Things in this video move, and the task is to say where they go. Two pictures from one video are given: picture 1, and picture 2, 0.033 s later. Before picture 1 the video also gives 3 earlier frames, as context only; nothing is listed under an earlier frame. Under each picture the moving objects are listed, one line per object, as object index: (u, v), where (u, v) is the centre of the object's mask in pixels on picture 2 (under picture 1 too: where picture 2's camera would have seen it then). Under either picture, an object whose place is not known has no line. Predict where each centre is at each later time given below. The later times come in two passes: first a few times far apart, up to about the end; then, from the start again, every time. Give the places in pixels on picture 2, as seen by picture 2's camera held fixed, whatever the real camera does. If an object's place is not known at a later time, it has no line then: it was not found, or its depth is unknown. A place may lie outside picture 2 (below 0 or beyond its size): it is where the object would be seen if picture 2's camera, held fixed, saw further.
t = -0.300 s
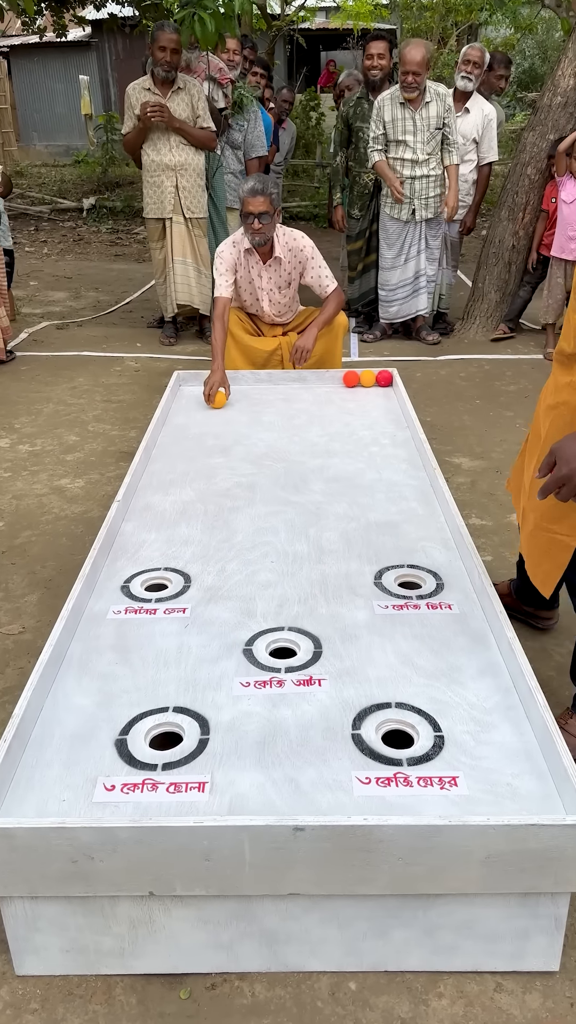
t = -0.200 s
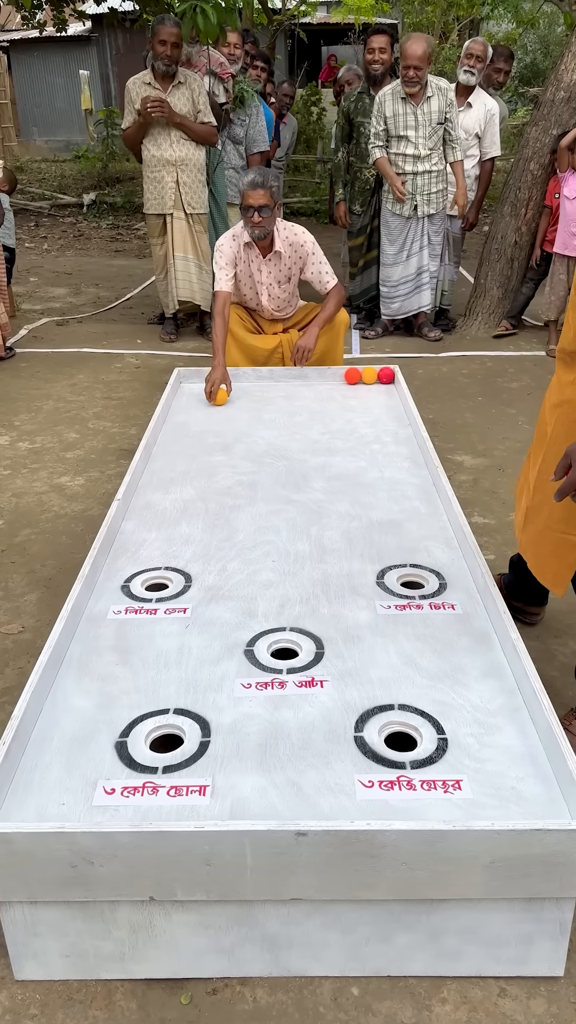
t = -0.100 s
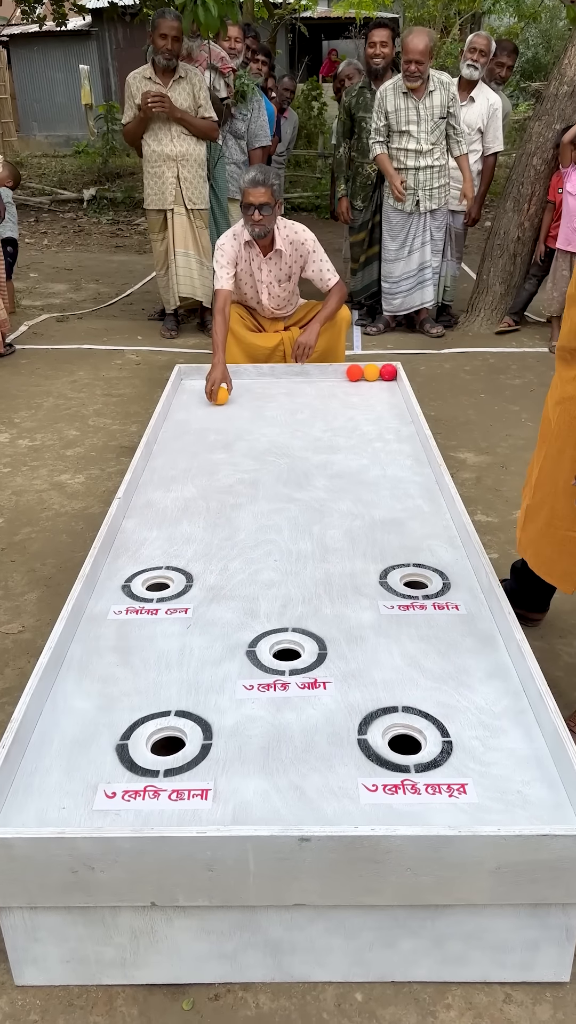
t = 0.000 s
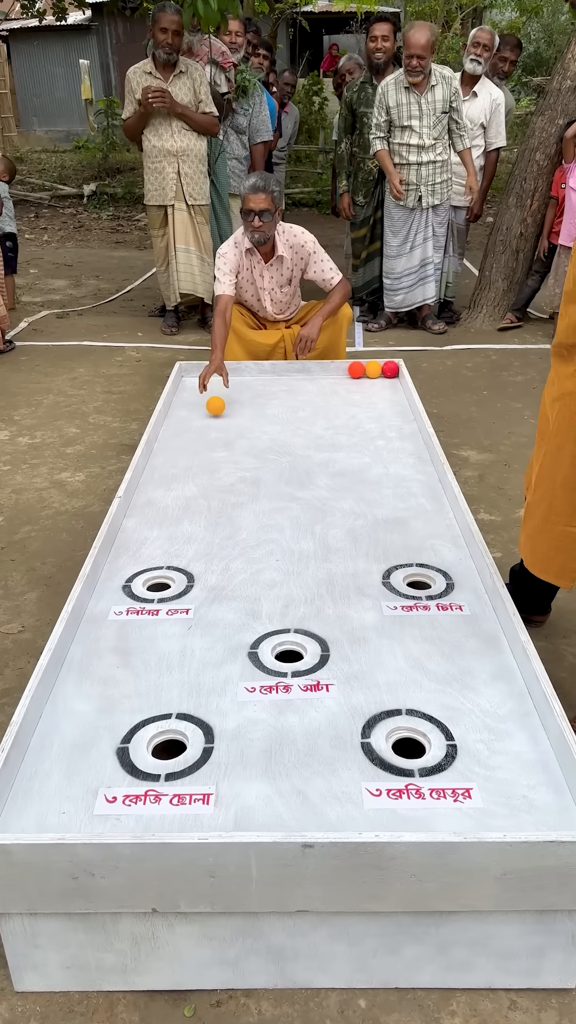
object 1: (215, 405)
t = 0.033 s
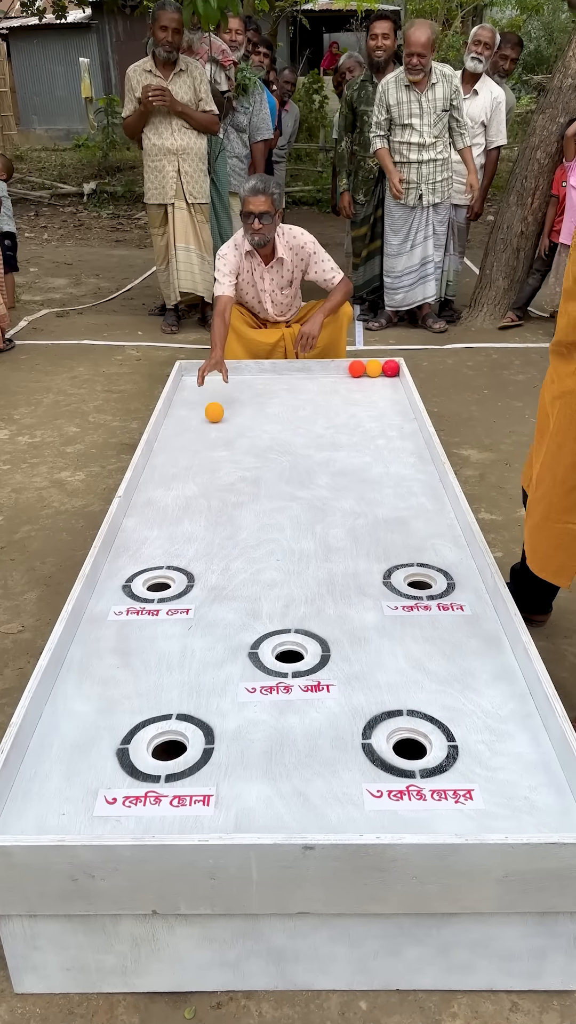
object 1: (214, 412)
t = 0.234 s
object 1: (205, 443)
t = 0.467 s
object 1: (193, 481)
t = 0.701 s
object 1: (183, 525)
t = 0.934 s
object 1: (172, 577)
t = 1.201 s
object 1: (159, 648)
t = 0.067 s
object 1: (212, 417)
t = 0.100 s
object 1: (211, 423)
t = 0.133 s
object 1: (209, 428)
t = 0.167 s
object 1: (208, 433)
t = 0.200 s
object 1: (206, 438)
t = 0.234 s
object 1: (205, 443)
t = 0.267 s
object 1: (203, 448)
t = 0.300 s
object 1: (201, 453)
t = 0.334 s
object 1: (200, 459)
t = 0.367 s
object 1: (198, 464)
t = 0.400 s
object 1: (196, 470)
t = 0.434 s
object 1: (195, 475)
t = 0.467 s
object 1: (193, 481)
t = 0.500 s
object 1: (192, 487)
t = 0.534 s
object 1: (190, 493)
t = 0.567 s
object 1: (189, 499)
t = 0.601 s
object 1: (187, 506)
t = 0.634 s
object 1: (185, 512)
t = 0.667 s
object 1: (184, 518)
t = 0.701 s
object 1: (183, 525)
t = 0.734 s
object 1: (181, 532)
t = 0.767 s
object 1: (179, 539)
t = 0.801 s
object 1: (178, 547)
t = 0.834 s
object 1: (176, 553)
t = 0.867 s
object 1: (175, 561)
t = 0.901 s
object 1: (173, 569)
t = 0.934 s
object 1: (172, 577)
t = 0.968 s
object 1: (170, 585)
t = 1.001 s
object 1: (168, 593)
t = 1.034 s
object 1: (167, 602)
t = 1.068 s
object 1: (166, 611)
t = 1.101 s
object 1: (164, 620)
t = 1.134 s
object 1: (162, 629)
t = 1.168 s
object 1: (161, 638)
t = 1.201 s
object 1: (159, 648)
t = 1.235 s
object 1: (158, 658)
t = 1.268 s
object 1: (157, 668)
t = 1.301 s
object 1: (156, 679)
